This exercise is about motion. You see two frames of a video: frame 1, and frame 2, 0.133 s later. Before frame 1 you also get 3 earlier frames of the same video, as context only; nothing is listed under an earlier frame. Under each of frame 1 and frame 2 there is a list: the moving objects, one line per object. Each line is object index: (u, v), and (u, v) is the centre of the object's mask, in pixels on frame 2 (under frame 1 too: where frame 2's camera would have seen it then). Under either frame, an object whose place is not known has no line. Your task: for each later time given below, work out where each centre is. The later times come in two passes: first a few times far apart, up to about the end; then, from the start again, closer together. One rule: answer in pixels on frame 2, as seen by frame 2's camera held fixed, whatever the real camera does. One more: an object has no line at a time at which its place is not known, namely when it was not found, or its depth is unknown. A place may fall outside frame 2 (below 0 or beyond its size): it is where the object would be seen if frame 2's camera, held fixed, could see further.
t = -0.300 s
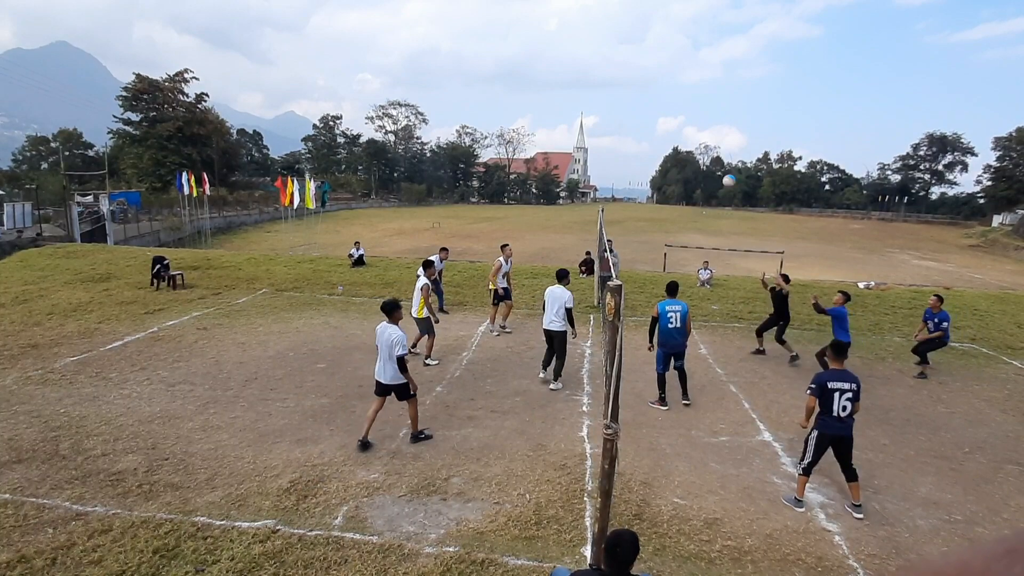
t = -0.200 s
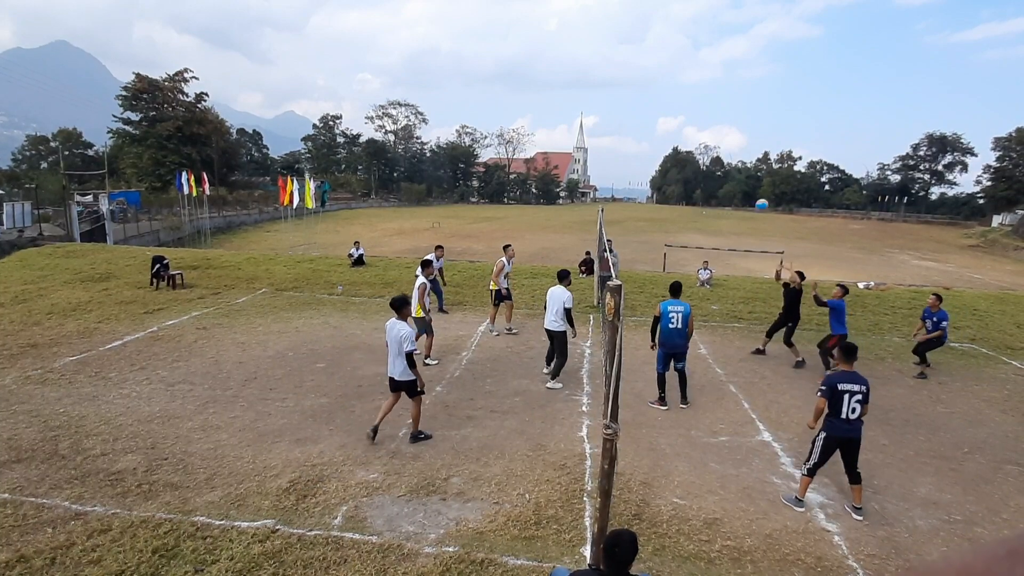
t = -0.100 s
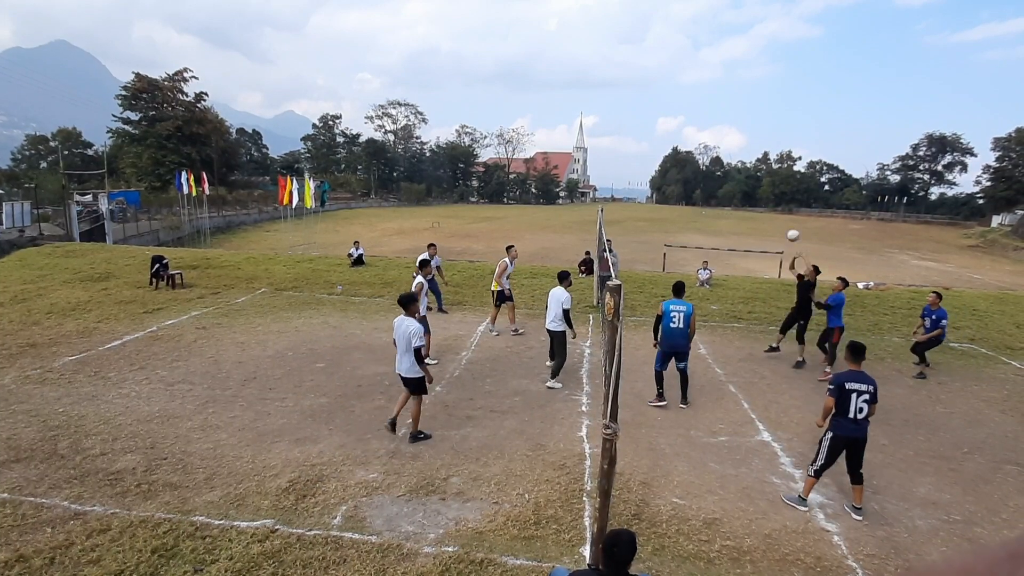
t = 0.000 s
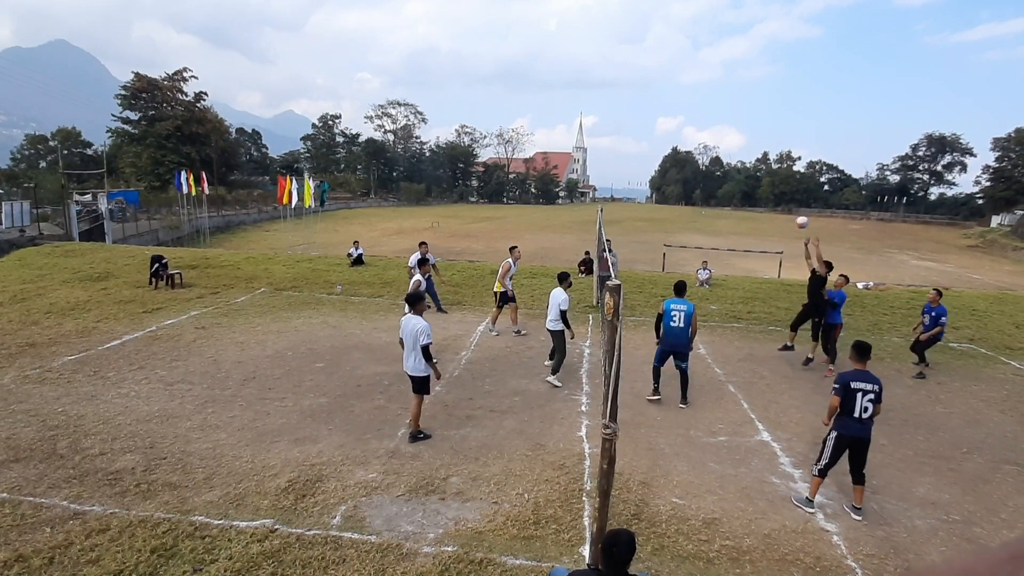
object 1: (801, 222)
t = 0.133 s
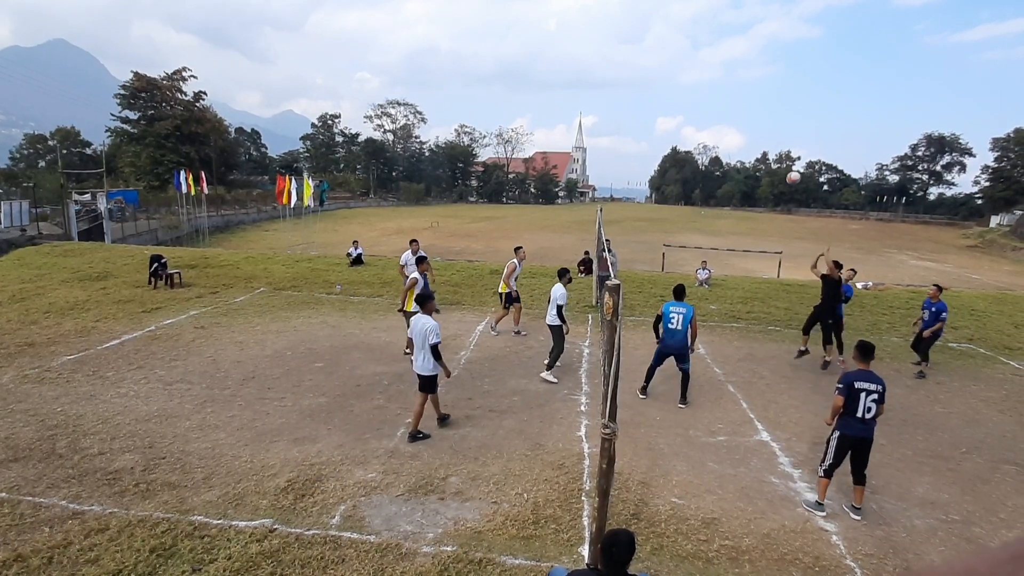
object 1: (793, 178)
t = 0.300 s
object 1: (781, 135)
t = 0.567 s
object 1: (757, 98)
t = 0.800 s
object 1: (731, 104)
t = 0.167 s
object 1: (791, 168)
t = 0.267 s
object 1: (784, 142)
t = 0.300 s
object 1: (781, 135)
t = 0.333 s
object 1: (778, 128)
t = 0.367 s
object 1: (776, 122)
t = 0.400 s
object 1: (773, 116)
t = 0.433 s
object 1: (770, 111)
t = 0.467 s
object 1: (767, 107)
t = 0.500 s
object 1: (764, 103)
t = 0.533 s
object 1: (761, 100)
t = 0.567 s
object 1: (757, 98)
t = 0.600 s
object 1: (754, 97)
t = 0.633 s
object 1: (750, 96)
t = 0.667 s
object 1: (747, 96)
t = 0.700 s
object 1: (743, 97)
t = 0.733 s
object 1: (739, 98)
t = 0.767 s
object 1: (735, 101)
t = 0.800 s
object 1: (731, 104)
